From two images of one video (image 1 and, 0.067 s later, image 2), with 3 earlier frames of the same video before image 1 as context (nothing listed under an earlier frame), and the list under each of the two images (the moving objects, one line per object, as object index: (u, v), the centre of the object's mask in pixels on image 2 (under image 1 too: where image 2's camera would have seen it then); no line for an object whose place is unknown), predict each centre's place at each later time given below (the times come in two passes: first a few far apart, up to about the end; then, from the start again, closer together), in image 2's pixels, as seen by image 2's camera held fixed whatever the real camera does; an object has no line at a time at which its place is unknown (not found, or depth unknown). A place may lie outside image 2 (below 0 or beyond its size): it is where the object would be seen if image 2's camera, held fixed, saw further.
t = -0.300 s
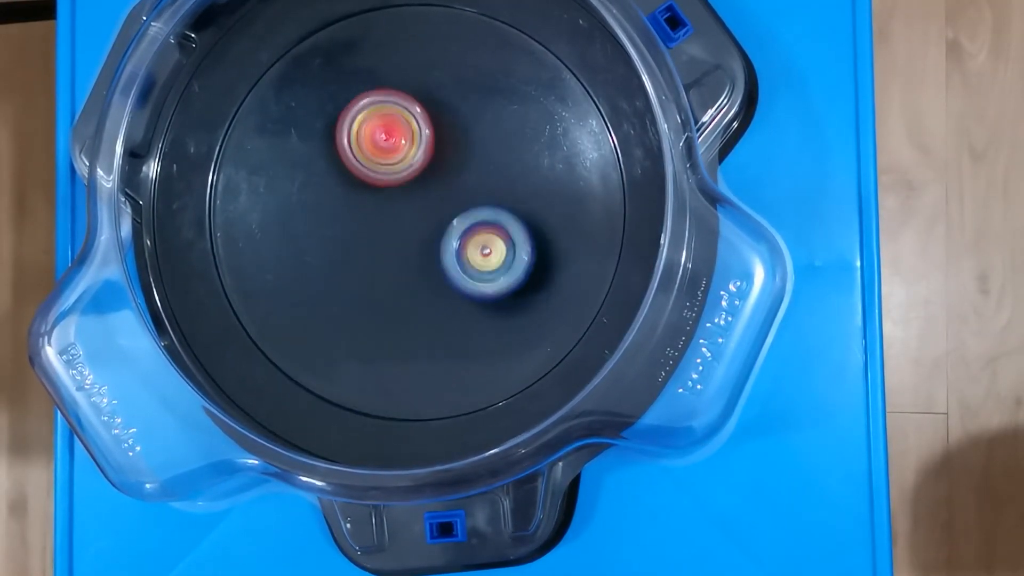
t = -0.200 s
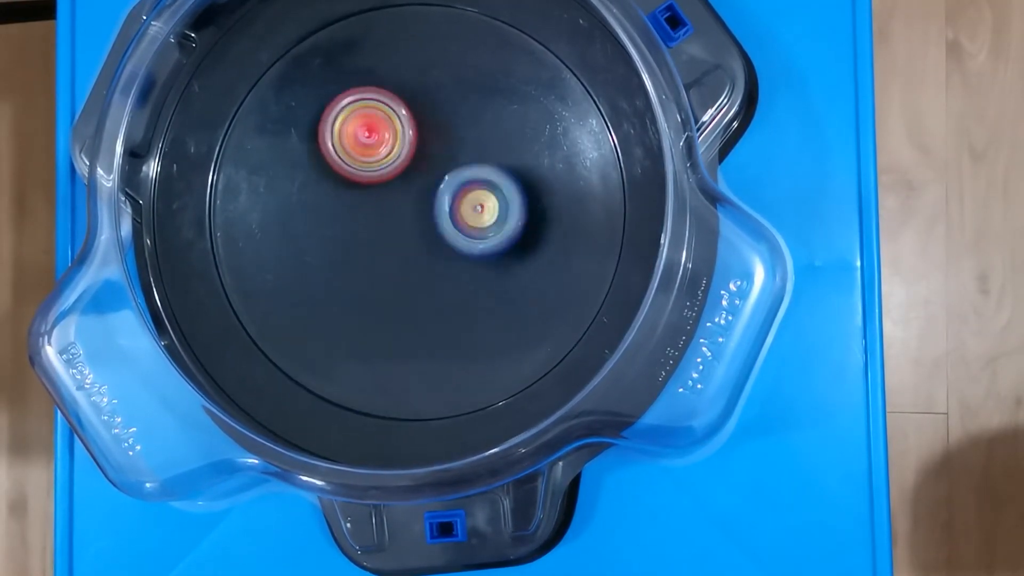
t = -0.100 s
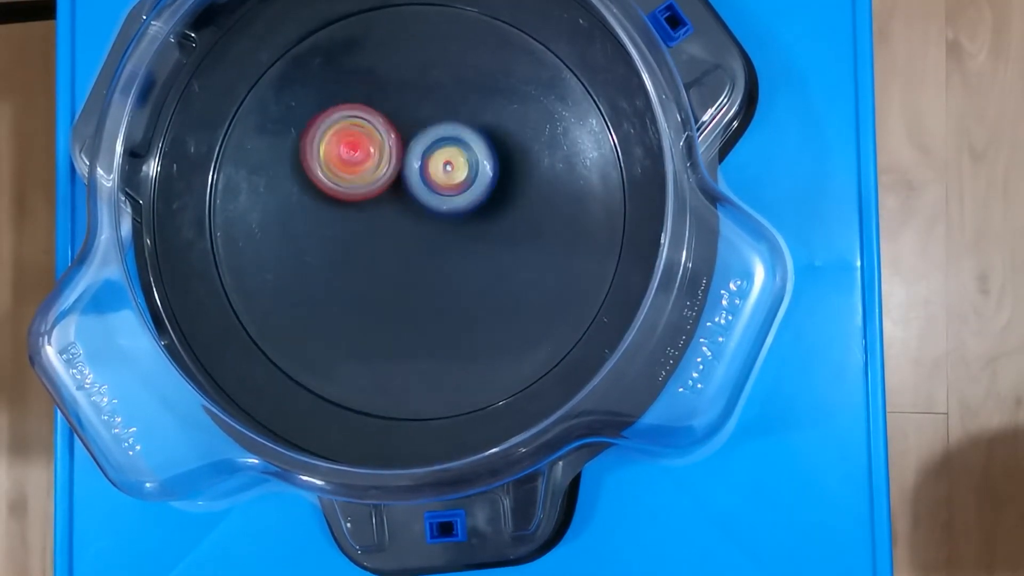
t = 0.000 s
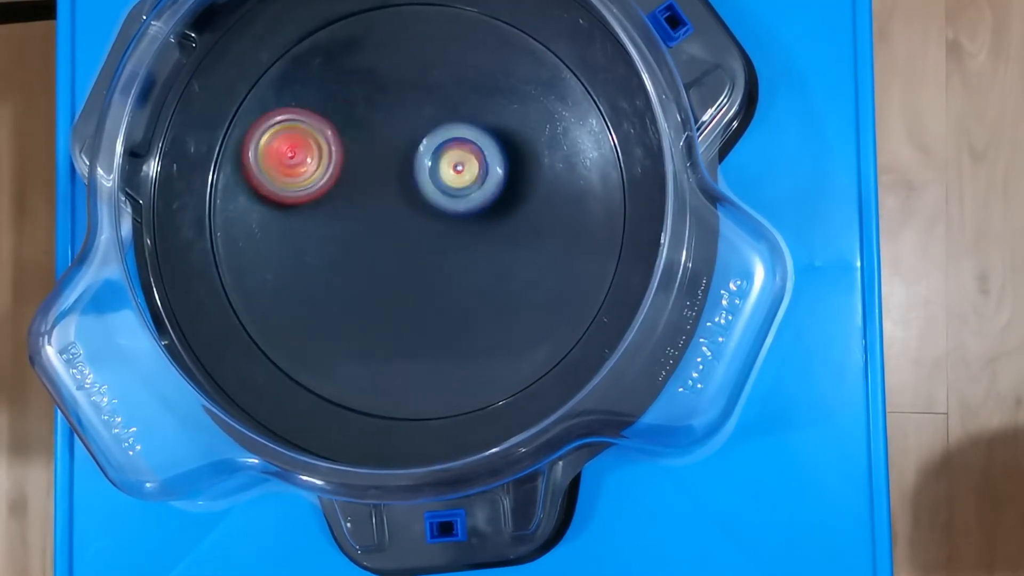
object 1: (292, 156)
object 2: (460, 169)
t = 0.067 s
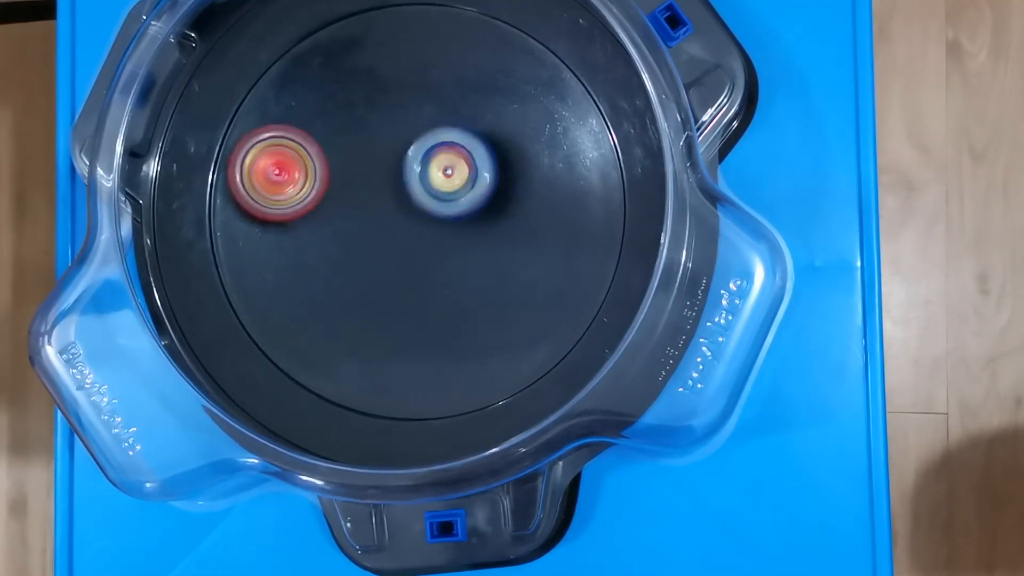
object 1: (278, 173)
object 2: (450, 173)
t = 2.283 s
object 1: (416, 197)
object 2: (379, 302)
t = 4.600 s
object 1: (369, 243)
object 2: (482, 222)
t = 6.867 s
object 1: (369, 260)
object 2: (459, 203)
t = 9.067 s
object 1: (437, 276)
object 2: (374, 188)
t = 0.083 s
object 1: (276, 180)
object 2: (446, 174)
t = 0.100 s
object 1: (276, 185)
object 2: (442, 176)
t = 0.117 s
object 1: (276, 190)
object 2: (439, 178)
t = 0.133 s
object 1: (277, 196)
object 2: (435, 181)
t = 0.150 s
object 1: (279, 201)
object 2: (431, 184)
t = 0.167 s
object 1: (282, 207)
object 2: (428, 188)
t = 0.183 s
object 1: (286, 211)
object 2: (425, 192)
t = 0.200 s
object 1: (290, 214)
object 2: (422, 196)
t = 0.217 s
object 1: (293, 217)
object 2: (420, 201)
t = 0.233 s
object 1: (298, 220)
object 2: (418, 206)
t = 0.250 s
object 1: (303, 223)
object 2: (417, 211)
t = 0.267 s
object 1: (309, 225)
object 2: (415, 215)
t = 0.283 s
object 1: (314, 226)
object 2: (415, 221)
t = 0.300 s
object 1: (317, 228)
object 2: (416, 227)
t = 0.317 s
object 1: (314, 228)
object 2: (425, 233)
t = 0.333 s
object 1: (311, 227)
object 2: (434, 240)
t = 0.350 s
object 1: (309, 226)
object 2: (442, 244)
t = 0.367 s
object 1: (309, 225)
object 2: (450, 248)
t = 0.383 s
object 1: (310, 224)
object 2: (458, 251)
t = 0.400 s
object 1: (311, 222)
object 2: (465, 253)
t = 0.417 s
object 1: (312, 221)
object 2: (472, 255)
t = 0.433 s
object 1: (313, 220)
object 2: (478, 255)
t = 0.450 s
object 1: (315, 220)
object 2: (484, 255)
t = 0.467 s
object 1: (317, 218)
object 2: (490, 255)
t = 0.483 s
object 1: (319, 217)
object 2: (494, 253)
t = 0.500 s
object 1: (321, 215)
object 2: (498, 250)
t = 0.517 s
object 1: (323, 215)
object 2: (502, 247)
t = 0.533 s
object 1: (326, 214)
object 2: (506, 243)
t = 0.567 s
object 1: (332, 210)
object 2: (510, 234)
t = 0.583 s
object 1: (334, 209)
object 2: (512, 229)
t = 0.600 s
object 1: (337, 208)
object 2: (512, 223)
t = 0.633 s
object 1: (343, 205)
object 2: (511, 213)
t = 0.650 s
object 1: (346, 203)
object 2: (509, 207)
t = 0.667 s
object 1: (349, 201)
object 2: (505, 203)
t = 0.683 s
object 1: (352, 199)
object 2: (501, 199)
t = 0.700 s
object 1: (356, 197)
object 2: (496, 195)
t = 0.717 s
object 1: (359, 195)
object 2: (489, 191)
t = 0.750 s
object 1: (365, 191)
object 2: (475, 187)
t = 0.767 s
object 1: (368, 189)
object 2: (467, 186)
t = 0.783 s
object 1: (364, 184)
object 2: (469, 189)
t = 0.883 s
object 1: (308, 158)
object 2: (524, 203)
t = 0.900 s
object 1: (304, 156)
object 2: (529, 204)
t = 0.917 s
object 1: (302, 156)
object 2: (533, 204)
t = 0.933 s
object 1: (300, 155)
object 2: (540, 203)
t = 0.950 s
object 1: (300, 155)
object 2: (542, 201)
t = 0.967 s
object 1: (302, 157)
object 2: (544, 199)
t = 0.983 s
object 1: (305, 157)
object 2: (545, 197)
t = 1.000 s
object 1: (307, 158)
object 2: (545, 195)
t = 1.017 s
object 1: (310, 161)
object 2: (545, 194)
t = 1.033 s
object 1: (316, 163)
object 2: (545, 192)
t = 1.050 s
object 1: (320, 164)
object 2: (543, 190)
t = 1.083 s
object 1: (328, 170)
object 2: (538, 188)
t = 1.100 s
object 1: (335, 172)
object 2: (534, 187)
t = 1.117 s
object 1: (339, 173)
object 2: (530, 187)
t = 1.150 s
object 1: (349, 179)
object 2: (519, 188)
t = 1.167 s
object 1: (355, 181)
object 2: (514, 189)
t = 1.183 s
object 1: (359, 183)
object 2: (508, 191)
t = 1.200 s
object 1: (364, 186)
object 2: (501, 194)
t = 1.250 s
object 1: (378, 193)
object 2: (481, 204)
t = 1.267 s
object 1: (379, 195)
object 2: (477, 209)
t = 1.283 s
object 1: (373, 195)
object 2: (481, 216)
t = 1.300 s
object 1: (368, 193)
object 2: (484, 223)
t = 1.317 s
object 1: (363, 193)
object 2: (487, 228)
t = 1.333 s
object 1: (362, 192)
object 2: (490, 234)
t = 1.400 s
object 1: (357, 186)
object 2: (499, 256)
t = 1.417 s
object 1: (356, 184)
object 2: (501, 260)
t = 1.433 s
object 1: (356, 185)
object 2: (502, 265)
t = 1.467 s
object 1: (359, 183)
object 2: (506, 270)
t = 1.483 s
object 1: (359, 183)
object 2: (507, 273)
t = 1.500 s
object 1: (361, 184)
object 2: (507, 274)
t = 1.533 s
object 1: (364, 184)
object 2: (507, 278)
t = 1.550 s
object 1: (365, 185)
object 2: (507, 280)
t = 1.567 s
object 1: (368, 185)
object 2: (506, 282)
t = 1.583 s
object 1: (370, 184)
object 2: (505, 282)
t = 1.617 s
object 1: (373, 188)
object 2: (502, 285)
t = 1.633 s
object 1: (374, 187)
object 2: (500, 286)
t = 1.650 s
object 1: (375, 187)
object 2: (498, 286)
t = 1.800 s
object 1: (395, 191)
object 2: (469, 285)
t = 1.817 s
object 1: (396, 191)
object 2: (464, 286)
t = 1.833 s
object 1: (399, 193)
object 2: (461, 285)
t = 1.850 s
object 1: (401, 192)
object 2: (456, 285)
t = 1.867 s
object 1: (402, 191)
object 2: (451, 284)
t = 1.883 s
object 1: (404, 193)
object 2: (447, 283)
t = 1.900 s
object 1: (406, 192)
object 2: (441, 285)
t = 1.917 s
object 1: (406, 190)
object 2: (437, 286)
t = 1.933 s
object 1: (407, 190)
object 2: (433, 288)
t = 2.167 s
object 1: (418, 192)
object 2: (387, 309)
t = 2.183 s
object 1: (417, 193)
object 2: (385, 310)
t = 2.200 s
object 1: (417, 195)
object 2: (385, 309)
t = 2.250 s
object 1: (416, 197)
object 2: (381, 306)
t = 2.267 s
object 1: (417, 196)
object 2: (379, 305)
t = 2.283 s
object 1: (416, 197)
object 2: (379, 302)
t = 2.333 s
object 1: (415, 198)
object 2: (377, 295)
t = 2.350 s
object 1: (415, 200)
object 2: (377, 292)
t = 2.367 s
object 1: (416, 198)
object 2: (375, 290)
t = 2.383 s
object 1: (420, 191)
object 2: (370, 292)
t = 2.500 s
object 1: (440, 173)
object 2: (354, 299)
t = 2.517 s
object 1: (442, 170)
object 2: (353, 299)
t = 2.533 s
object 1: (442, 170)
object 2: (353, 299)
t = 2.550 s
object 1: (443, 170)
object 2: (354, 299)
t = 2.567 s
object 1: (445, 169)
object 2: (355, 298)
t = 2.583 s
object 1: (444, 170)
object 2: (357, 296)
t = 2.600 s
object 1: (445, 171)
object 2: (359, 293)
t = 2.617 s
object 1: (445, 171)
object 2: (361, 290)
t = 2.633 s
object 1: (444, 172)
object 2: (362, 286)
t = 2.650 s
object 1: (445, 174)
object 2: (363, 281)
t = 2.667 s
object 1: (444, 174)
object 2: (364, 277)
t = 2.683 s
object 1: (443, 176)
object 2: (364, 272)
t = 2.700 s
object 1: (443, 177)
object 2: (364, 266)
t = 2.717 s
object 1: (442, 177)
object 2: (364, 261)
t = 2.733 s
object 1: (440, 179)
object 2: (364, 255)
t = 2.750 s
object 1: (441, 180)
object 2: (364, 250)
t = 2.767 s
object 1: (441, 180)
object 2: (362, 245)
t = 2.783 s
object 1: (442, 180)
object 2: (359, 241)
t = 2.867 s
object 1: (446, 179)
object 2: (344, 228)
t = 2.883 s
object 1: (447, 180)
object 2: (340, 226)
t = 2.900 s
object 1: (447, 179)
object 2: (339, 224)
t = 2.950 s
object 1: (445, 179)
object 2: (333, 218)
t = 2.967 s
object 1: (444, 181)
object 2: (332, 217)
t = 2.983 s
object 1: (444, 181)
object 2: (331, 215)
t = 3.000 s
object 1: (442, 181)
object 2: (331, 214)
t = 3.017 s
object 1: (441, 182)
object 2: (330, 212)
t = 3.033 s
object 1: (441, 182)
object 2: (330, 211)
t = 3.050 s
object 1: (438, 182)
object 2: (332, 209)
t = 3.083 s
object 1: (435, 183)
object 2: (335, 206)
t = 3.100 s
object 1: (433, 184)
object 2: (336, 205)
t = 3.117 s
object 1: (439, 188)
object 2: (331, 202)
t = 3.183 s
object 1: (465, 196)
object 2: (307, 191)
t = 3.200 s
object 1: (469, 199)
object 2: (303, 188)
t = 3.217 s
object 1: (471, 199)
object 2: (300, 188)
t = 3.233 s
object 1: (472, 201)
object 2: (297, 187)
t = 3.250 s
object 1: (474, 201)
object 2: (293, 186)
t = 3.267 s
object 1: (475, 203)
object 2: (292, 187)
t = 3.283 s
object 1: (475, 202)
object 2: (292, 187)
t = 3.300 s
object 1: (475, 203)
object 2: (293, 188)
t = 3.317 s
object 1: (477, 202)
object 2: (294, 189)
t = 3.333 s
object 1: (476, 203)
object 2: (296, 191)
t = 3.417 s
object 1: (476, 205)
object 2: (317, 195)
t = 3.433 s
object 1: (477, 205)
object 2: (323, 196)
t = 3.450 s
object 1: (475, 206)
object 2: (329, 195)
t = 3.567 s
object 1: (471, 210)
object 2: (376, 183)
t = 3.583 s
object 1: (472, 214)
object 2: (380, 179)
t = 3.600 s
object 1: (480, 219)
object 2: (379, 172)
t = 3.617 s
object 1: (485, 226)
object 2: (379, 165)
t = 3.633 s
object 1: (490, 231)
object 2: (380, 160)
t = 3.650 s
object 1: (492, 236)
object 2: (381, 155)
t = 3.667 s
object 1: (496, 239)
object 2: (383, 152)
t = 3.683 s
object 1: (496, 242)
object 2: (384, 148)
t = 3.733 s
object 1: (499, 252)
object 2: (389, 139)
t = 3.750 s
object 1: (500, 252)
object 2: (390, 137)
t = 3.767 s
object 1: (500, 256)
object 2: (392, 133)
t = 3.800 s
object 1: (500, 259)
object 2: (396, 128)
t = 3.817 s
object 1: (502, 261)
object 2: (398, 127)
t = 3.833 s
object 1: (500, 262)
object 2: (399, 124)
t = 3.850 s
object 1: (500, 265)
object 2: (402, 124)
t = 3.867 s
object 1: (500, 265)
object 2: (403, 122)
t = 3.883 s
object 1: (499, 269)
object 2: (406, 121)
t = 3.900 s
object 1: (498, 269)
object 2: (407, 120)
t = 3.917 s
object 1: (496, 271)
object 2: (410, 119)
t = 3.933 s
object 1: (496, 272)
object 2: (411, 119)
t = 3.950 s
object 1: (494, 273)
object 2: (414, 119)
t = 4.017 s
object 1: (487, 277)
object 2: (424, 122)
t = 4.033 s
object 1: (485, 279)
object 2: (427, 123)
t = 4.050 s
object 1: (484, 278)
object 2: (429, 125)
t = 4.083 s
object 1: (479, 280)
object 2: (435, 130)
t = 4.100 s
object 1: (476, 281)
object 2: (437, 131)
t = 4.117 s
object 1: (474, 281)
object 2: (440, 135)
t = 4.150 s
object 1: (468, 282)
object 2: (446, 141)
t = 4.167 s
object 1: (465, 281)
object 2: (447, 144)
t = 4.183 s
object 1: (462, 283)
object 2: (451, 146)
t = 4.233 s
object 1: (452, 281)
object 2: (458, 156)
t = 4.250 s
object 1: (447, 281)
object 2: (460, 158)
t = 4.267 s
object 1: (445, 280)
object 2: (463, 162)
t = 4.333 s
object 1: (429, 276)
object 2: (471, 172)
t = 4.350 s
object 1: (425, 273)
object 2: (472, 176)
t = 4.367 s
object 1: (421, 273)
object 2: (473, 178)
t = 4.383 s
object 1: (418, 270)
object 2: (476, 182)
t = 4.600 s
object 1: (369, 243)
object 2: (482, 222)
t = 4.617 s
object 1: (365, 240)
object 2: (482, 226)
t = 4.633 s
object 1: (363, 239)
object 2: (481, 228)
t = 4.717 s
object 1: (350, 225)
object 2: (477, 242)
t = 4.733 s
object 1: (347, 224)
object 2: (475, 245)
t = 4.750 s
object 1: (347, 221)
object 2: (473, 248)
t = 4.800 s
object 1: (341, 213)
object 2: (467, 255)
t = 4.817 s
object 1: (341, 212)
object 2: (465, 259)
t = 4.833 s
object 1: (339, 209)
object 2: (463, 260)
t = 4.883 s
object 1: (338, 202)
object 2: (457, 267)
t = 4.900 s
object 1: (337, 199)
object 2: (454, 270)
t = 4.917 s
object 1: (337, 197)
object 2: (452, 271)
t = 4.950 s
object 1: (337, 192)
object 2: (448, 274)
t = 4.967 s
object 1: (339, 190)
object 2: (446, 276)
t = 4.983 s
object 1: (338, 187)
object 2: (442, 278)
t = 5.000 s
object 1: (340, 185)
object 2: (441, 278)
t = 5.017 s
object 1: (340, 183)
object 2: (439, 280)
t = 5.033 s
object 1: (342, 181)
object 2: (435, 280)
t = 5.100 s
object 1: (346, 173)
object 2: (424, 282)
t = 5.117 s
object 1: (348, 170)
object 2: (421, 281)
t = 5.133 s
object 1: (350, 169)
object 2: (419, 282)
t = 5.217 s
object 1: (363, 161)
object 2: (406, 280)
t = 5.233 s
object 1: (364, 158)
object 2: (402, 279)
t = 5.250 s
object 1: (368, 158)
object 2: (401, 278)
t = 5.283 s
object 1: (374, 156)
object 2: (395, 276)
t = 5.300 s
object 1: (376, 153)
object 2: (393, 275)
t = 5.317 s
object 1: (380, 154)
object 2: (389, 273)
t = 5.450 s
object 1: (405, 150)
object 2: (372, 261)
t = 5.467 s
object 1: (410, 150)
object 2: (370, 260)
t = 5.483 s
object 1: (412, 150)
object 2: (368, 257)
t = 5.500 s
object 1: (416, 152)
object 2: (367, 256)
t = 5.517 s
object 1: (419, 151)
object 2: (365, 253)
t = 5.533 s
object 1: (423, 154)
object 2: (364, 251)
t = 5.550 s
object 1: (425, 153)
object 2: (363, 250)
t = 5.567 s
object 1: (429, 156)
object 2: (362, 247)
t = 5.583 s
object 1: (435, 159)
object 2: (361, 242)
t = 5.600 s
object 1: (439, 159)
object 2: (361, 239)
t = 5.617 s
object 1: (441, 161)
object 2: (361, 237)
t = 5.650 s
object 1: (447, 164)
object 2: (361, 231)
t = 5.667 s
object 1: (451, 165)
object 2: (361, 229)
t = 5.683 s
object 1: (452, 167)
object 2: (362, 226)
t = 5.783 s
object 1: (467, 179)
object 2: (365, 211)
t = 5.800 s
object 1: (470, 182)
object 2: (365, 206)
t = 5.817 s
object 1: (471, 183)
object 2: (367, 204)
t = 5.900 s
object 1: (479, 197)
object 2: (373, 191)
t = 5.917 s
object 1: (481, 198)
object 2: (374, 189)
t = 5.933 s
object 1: (481, 202)
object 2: (375, 186)
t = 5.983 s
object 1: (484, 209)
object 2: (380, 179)
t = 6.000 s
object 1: (483, 212)
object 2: (381, 177)
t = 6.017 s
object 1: (485, 214)
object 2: (382, 174)
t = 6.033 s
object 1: (483, 217)
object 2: (385, 173)
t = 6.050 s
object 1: (485, 219)
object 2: (385, 171)
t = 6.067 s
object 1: (483, 222)
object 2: (387, 169)
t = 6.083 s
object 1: (485, 224)
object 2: (389, 168)
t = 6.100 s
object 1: (483, 227)
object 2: (390, 166)
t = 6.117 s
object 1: (484, 229)
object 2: (393, 164)
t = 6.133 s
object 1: (481, 231)
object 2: (393, 163)
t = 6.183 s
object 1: (479, 239)
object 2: (399, 160)
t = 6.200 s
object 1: (477, 240)
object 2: (401, 158)
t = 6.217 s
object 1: (476, 244)
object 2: (403, 158)
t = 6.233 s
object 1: (474, 245)
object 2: (404, 158)
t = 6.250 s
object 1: (472, 249)
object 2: (408, 158)
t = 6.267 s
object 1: (469, 250)
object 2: (408, 158)
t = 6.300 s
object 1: (465, 254)
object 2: (413, 158)
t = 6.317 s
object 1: (462, 258)
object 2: (414, 158)
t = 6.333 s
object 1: (460, 258)
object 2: (417, 159)
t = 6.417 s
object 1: (446, 268)
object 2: (428, 164)
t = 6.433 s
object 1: (445, 269)
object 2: (430, 166)
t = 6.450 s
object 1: (441, 271)
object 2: (431, 166)
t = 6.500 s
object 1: (434, 273)
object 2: (438, 170)
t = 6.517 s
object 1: (429, 274)
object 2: (441, 171)
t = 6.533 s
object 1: (428, 274)
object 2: (442, 173)
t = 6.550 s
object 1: (423, 275)
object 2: (444, 174)
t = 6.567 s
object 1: (422, 275)
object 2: (446, 175)
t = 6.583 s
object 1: (417, 276)
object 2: (447, 176)
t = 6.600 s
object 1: (415, 275)
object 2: (450, 177)
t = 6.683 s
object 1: (399, 273)
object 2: (456, 184)
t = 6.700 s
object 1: (397, 273)
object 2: (458, 186)
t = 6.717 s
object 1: (393, 271)
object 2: (458, 187)
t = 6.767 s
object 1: (385, 269)
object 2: (460, 192)
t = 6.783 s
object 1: (381, 267)
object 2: (461, 193)
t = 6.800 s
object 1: (379, 267)
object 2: (460, 196)
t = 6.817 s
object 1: (376, 264)
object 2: (460, 197)
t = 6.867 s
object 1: (369, 260)
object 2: (459, 203)
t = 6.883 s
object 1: (366, 257)
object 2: (459, 205)
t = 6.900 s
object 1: (365, 257)
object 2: (457, 207)
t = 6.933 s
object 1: (361, 253)
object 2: (456, 212)
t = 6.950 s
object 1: (359, 249)
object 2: (456, 213)
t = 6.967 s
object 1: (358, 249)
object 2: (455, 215)
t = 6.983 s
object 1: (357, 246)
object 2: (454, 219)
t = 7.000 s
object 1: (356, 245)
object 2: (453, 220)
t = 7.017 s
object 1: (355, 241)
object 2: (452, 223)
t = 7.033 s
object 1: (353, 240)
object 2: (453, 226)
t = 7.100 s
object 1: (349, 230)
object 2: (459, 231)
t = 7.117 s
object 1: (349, 226)
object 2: (460, 233)
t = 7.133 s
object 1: (348, 225)
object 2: (460, 233)
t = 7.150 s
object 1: (349, 221)
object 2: (462, 234)
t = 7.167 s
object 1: (348, 220)
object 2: (463, 235)
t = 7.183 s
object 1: (349, 216)
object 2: (463, 236)
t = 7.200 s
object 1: (349, 214)
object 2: (463, 236)
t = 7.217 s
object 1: (350, 211)
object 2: (464, 237)
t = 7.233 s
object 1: (351, 209)
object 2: (463, 236)
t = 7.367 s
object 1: (363, 188)
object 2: (451, 236)
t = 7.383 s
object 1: (366, 184)
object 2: (449, 235)
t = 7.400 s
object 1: (367, 181)
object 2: (448, 236)
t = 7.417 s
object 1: (367, 175)
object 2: (448, 241)
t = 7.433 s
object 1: (366, 170)
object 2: (449, 243)
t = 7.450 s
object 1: (370, 166)
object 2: (451, 246)
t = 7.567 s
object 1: (382, 149)
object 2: (457, 264)
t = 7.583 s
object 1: (385, 146)
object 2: (457, 265)
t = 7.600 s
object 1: (387, 145)
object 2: (459, 266)
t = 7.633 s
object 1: (391, 143)
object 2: (459, 268)
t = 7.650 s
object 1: (395, 140)
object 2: (460, 269)
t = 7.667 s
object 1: (397, 140)
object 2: (461, 270)
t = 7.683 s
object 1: (400, 138)
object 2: (460, 270)
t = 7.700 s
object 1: (402, 139)
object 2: (461, 269)
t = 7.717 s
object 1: (404, 137)
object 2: (461, 269)
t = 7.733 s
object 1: (407, 138)
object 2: (458, 268)
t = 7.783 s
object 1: (414, 137)
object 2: (455, 261)
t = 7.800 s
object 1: (417, 139)
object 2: (454, 259)
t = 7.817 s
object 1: (419, 138)
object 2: (452, 257)
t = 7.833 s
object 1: (422, 141)
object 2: (449, 256)
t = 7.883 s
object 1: (429, 142)
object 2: (442, 250)
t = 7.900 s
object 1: (433, 145)
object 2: (438, 246)
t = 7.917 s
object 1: (439, 142)
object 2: (431, 250)
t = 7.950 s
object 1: (448, 130)
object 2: (420, 264)
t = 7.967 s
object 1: (451, 126)
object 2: (415, 270)
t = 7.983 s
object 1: (454, 126)
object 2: (410, 274)
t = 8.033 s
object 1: (459, 127)
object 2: (402, 282)
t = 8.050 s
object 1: (461, 127)
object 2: (400, 283)
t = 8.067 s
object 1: (462, 128)
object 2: (398, 284)
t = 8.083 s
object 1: (463, 129)
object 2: (397, 286)
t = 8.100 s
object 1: (464, 130)
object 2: (394, 287)
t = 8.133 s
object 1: (466, 133)
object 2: (391, 287)
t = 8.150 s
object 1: (467, 134)
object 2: (388, 288)
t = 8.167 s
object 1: (468, 136)
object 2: (385, 287)
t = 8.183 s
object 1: (468, 138)
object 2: (383, 286)
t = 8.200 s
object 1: (469, 140)
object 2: (381, 286)
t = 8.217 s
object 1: (469, 142)
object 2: (378, 285)
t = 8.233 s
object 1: (470, 145)
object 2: (377, 284)
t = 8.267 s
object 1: (470, 150)
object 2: (373, 281)
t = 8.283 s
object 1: (470, 152)
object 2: (371, 278)
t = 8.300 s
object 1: (471, 156)
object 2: (370, 276)
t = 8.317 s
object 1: (470, 159)
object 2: (369, 274)
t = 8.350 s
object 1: (469, 166)
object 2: (365, 268)
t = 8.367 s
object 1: (469, 170)
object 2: (364, 266)
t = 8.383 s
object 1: (468, 173)
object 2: (364, 263)
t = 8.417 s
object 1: (465, 182)
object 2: (363, 256)
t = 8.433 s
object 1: (464, 185)
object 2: (364, 254)
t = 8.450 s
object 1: (463, 190)
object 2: (363, 251)
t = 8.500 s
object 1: (459, 202)
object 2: (366, 241)
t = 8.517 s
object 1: (458, 206)
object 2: (365, 237)
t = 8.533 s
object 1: (468, 210)
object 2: (355, 232)
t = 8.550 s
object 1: (476, 215)
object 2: (345, 227)
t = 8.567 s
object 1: (484, 218)
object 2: (334, 224)
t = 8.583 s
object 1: (489, 223)
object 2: (327, 219)
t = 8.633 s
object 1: (495, 233)
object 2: (318, 208)
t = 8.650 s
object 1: (495, 235)
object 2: (316, 205)
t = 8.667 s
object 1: (494, 238)
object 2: (317, 202)
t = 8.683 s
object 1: (494, 240)
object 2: (318, 201)
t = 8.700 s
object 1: (493, 243)
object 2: (320, 201)
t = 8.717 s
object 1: (491, 245)
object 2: (321, 200)
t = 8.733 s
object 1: (490, 248)
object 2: (322, 197)
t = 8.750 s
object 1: (488, 250)
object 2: (325, 196)
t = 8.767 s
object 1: (487, 251)
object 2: (327, 197)
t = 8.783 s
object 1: (484, 254)
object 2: (329, 197)
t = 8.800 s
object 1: (482, 254)
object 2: (330, 196)
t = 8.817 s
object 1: (479, 257)
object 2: (333, 194)
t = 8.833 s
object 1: (476, 258)
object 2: (336, 195)
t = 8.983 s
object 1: (446, 265)
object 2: (366, 199)
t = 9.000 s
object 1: (444, 265)
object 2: (370, 200)
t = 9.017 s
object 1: (440, 266)
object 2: (371, 200)
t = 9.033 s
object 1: (439, 268)
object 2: (374, 197)
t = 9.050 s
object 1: (436, 270)
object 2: (376, 196)
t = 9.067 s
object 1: (437, 276)
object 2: (374, 188)
